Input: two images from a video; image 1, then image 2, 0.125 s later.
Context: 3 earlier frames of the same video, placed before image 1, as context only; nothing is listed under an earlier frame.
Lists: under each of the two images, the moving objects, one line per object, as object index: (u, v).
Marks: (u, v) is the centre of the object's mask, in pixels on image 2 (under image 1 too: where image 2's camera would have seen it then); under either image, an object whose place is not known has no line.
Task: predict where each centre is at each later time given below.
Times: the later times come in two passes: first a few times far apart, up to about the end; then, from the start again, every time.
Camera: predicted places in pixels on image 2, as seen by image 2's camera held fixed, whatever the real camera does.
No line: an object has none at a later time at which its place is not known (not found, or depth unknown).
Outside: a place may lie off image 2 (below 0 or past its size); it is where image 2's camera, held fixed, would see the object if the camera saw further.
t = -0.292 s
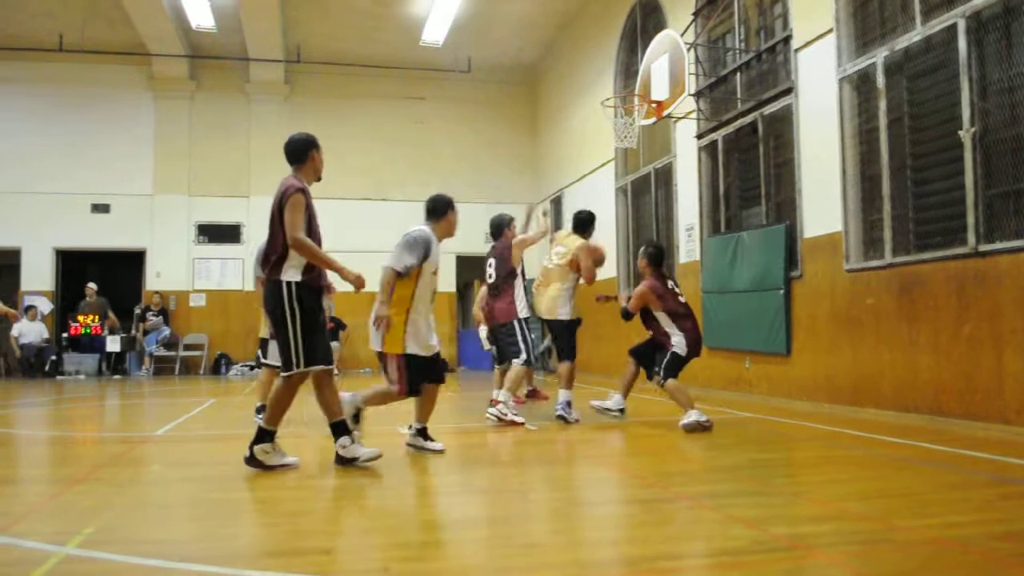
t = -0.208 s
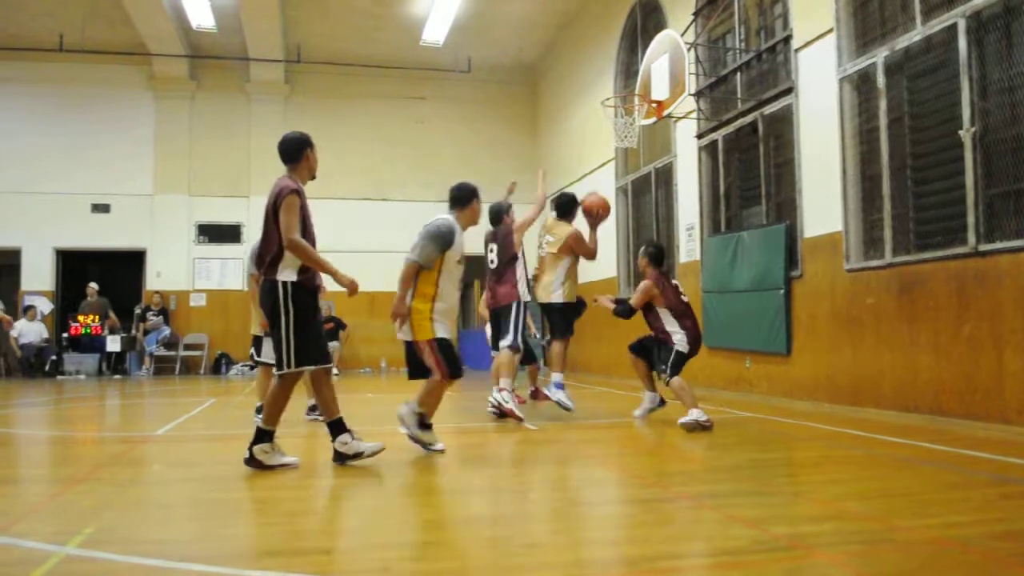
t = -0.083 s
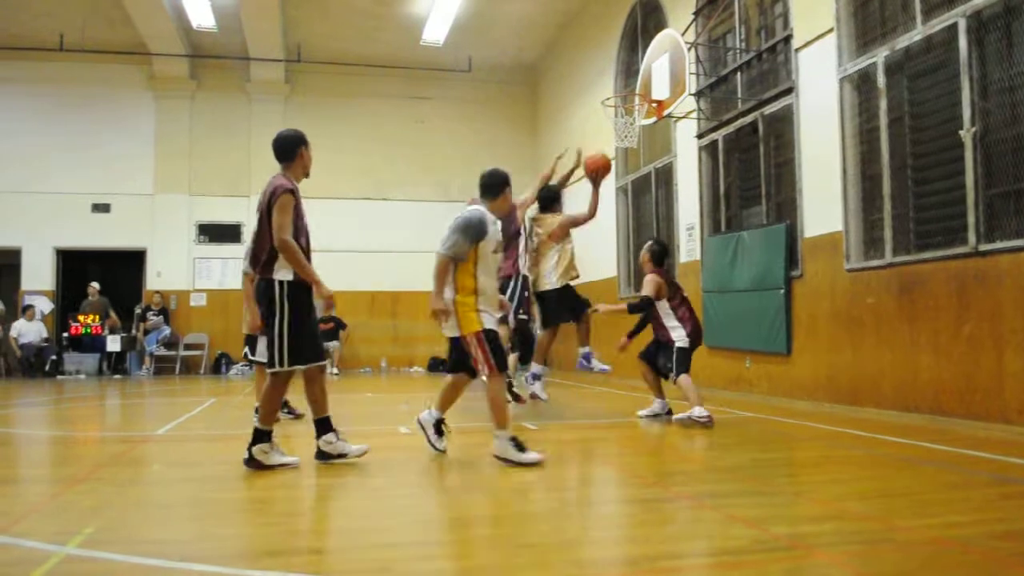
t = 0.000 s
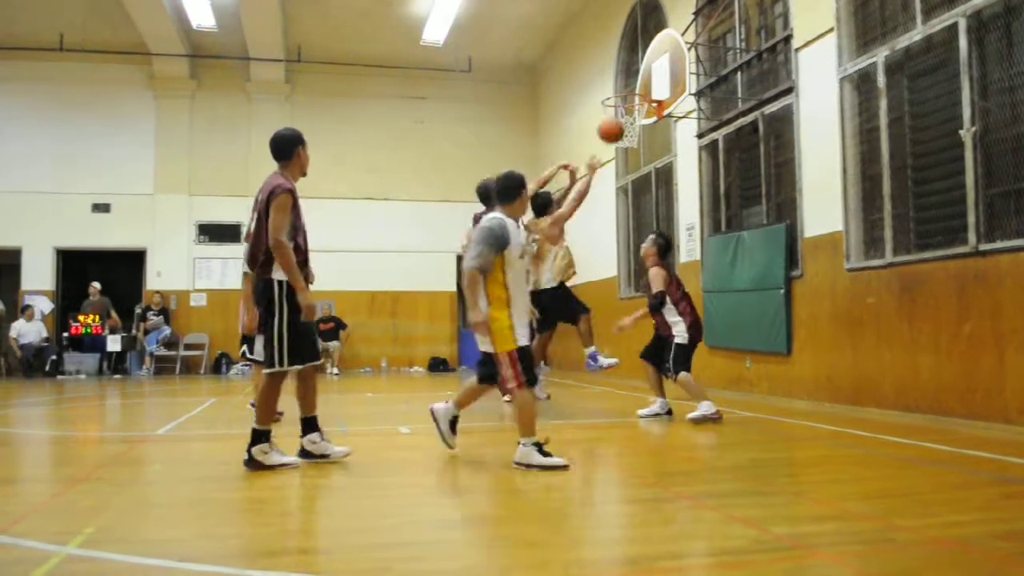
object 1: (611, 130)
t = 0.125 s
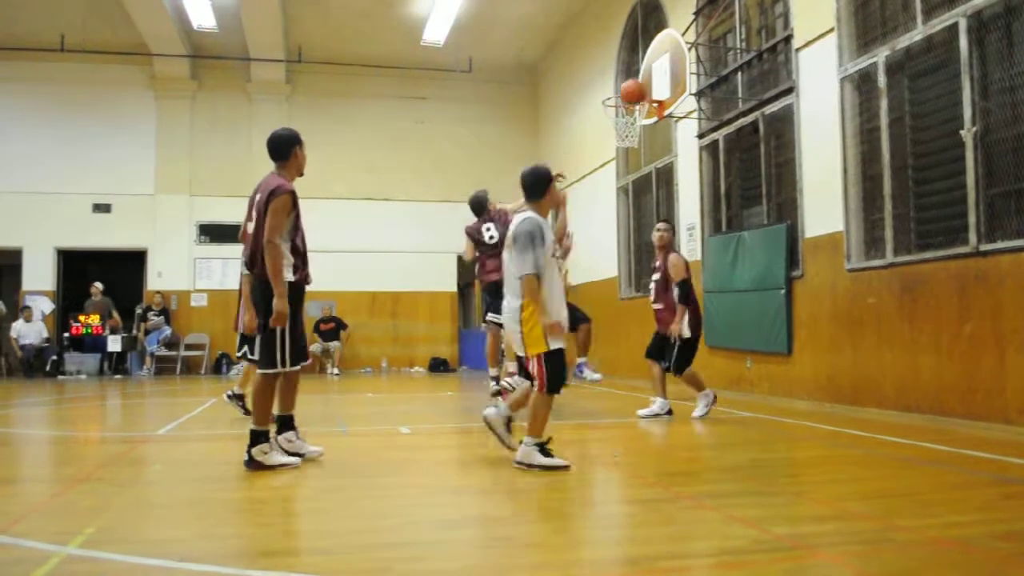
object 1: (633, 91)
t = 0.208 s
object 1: (646, 76)
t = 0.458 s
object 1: (635, 75)
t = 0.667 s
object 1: (605, 90)
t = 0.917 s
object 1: (589, 111)
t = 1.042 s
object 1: (581, 141)
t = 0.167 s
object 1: (639, 83)
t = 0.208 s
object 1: (646, 76)
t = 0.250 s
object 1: (653, 72)
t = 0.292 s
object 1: (659, 69)
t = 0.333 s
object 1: (666, 68)
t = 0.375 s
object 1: (656, 69)
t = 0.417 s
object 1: (646, 71)
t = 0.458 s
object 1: (635, 75)
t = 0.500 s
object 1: (626, 80)
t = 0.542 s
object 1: (617, 86)
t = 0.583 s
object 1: (613, 87)
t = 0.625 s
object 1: (609, 90)
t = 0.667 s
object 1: (605, 90)
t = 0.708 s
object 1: (603, 90)
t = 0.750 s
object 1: (600, 91)
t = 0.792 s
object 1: (598, 93)
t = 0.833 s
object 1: (594, 98)
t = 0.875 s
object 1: (592, 103)
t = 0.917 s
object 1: (589, 111)
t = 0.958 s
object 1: (586, 119)
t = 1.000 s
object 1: (584, 129)
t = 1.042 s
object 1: (581, 141)
